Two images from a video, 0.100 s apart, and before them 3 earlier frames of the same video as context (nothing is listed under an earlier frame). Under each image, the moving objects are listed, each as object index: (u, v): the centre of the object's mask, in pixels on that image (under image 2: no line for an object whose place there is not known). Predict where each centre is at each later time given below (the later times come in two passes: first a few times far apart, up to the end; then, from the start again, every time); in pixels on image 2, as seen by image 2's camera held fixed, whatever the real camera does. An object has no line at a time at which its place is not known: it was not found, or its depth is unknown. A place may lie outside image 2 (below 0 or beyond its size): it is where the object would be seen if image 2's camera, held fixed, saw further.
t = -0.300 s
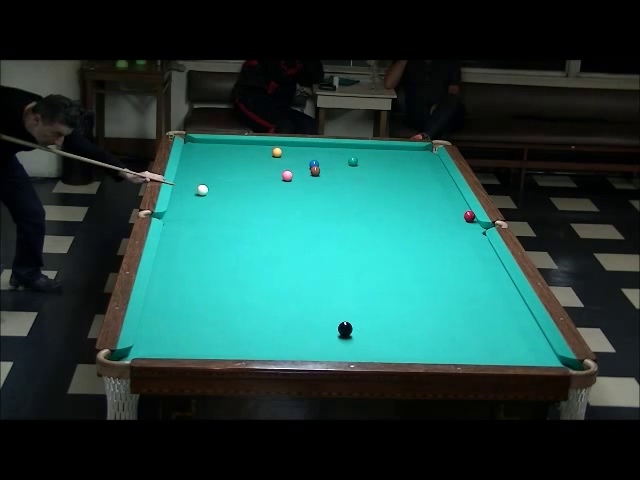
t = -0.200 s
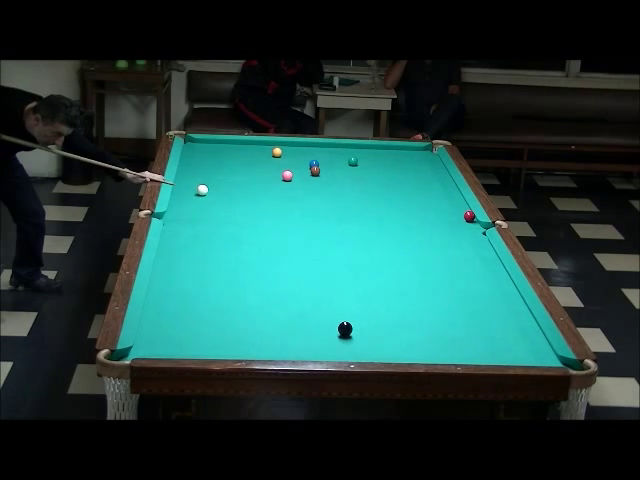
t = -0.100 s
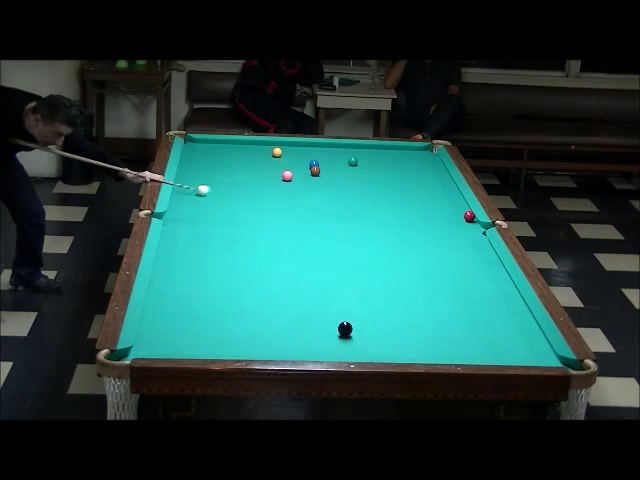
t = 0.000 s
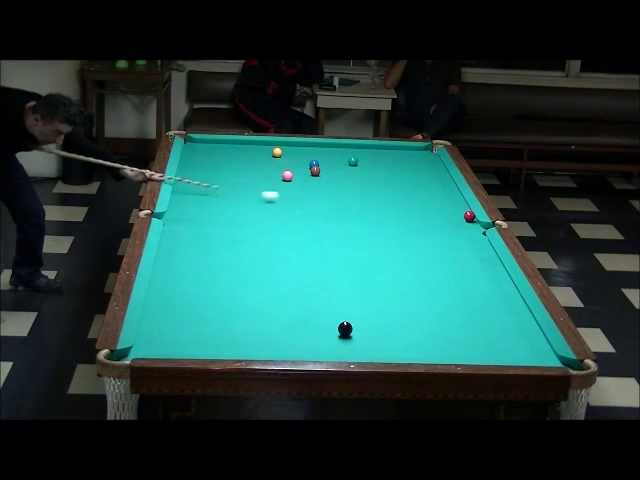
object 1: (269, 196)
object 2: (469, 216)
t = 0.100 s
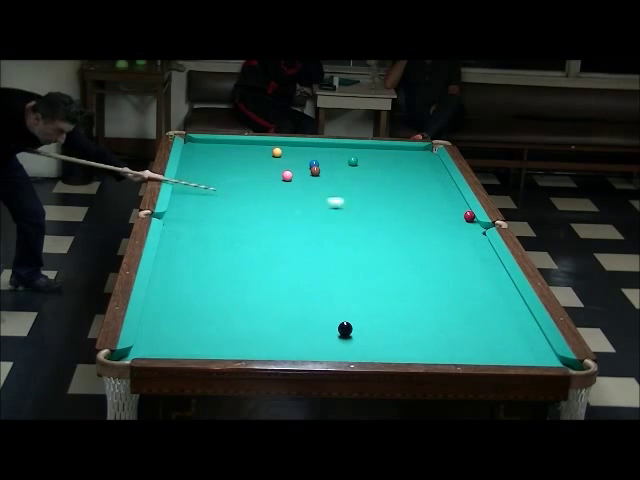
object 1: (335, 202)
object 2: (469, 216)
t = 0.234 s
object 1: (416, 210)
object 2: (469, 216)
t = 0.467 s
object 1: (464, 209)
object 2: (431, 221)
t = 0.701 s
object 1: (446, 201)
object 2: (374, 225)
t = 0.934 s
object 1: (429, 194)
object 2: (315, 230)
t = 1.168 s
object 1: (414, 188)
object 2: (256, 235)
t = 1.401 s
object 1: (400, 182)
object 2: (197, 241)
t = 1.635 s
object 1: (388, 176)
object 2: (182, 245)
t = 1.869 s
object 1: (377, 171)
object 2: (221, 248)
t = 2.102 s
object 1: (366, 167)
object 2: (259, 250)
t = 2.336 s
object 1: (357, 163)
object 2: (294, 253)
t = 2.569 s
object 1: (355, 163)
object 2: (328, 256)
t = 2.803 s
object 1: (353, 162)
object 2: (361, 258)
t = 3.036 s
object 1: (352, 162)
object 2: (392, 260)
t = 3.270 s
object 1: (352, 162)
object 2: (420, 262)
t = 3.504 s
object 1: (353, 162)
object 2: (447, 264)
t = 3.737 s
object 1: (352, 162)
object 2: (473, 265)
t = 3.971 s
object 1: (352, 162)
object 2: (497, 267)
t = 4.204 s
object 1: (352, 162)
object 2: (485, 267)
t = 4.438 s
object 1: (352, 162)
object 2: (471, 267)
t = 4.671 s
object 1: (352, 162)
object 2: (458, 268)
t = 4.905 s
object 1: (352, 162)
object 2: (447, 268)
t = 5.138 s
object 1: (352, 162)
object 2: (437, 268)
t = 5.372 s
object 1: (352, 162)
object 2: (429, 268)
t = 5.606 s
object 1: (352, 162)
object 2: (423, 268)
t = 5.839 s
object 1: (352, 162)
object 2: (418, 268)
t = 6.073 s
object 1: (352, 162)
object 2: (415, 268)
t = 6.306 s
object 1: (352, 162)
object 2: (413, 268)
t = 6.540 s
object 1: (352, 162)
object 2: (413, 268)
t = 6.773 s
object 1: (352, 162)
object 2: (413, 268)
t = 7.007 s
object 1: (352, 162)
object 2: (413, 268)
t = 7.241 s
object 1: (352, 162)
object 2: (413, 268)
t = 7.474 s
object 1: (352, 162)
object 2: (413, 268)
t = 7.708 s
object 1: (352, 162)
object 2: (413, 268)
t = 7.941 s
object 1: (352, 162)
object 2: (413, 268)
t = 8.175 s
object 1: (352, 162)
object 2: (413, 268)
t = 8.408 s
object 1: (352, 162)
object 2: (413, 268)
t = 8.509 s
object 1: (352, 162)
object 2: (412, 268)
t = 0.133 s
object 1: (356, 204)
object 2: (469, 216)
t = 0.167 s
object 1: (376, 206)
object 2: (469, 216)
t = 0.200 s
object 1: (396, 208)
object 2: (469, 216)
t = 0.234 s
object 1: (416, 210)
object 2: (469, 216)
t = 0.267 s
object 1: (434, 212)
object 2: (469, 216)
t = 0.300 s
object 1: (452, 213)
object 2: (469, 216)
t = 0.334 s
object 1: (458, 212)
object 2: (465, 217)
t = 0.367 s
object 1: (462, 212)
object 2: (456, 218)
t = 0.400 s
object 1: (464, 211)
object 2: (447, 219)
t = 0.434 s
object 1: (466, 210)
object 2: (439, 219)
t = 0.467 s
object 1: (464, 209)
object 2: (431, 221)
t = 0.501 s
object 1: (461, 208)
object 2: (423, 221)
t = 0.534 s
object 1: (458, 207)
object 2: (414, 221)
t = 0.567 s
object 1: (456, 206)
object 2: (406, 222)
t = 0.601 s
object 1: (453, 205)
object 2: (398, 223)
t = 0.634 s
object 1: (450, 203)
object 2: (390, 224)
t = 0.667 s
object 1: (448, 202)
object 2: (382, 225)
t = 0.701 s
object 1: (446, 201)
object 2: (374, 225)
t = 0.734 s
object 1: (443, 200)
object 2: (365, 226)
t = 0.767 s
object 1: (441, 199)
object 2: (357, 227)
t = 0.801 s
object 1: (438, 198)
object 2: (349, 227)
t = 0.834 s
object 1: (436, 197)
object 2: (341, 228)
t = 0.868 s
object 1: (434, 196)
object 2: (332, 229)
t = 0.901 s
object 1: (431, 195)
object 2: (324, 230)
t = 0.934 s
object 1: (429, 194)
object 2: (315, 230)
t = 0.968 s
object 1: (427, 193)
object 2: (307, 231)
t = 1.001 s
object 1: (425, 192)
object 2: (299, 232)
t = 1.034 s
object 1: (423, 191)
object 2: (290, 233)
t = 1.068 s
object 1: (421, 190)
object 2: (282, 233)
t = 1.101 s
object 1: (419, 189)
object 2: (273, 234)
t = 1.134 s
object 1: (416, 188)
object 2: (265, 235)
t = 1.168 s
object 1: (414, 188)
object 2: (256, 235)
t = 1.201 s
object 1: (412, 187)
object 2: (248, 236)
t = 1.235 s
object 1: (410, 186)
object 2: (239, 237)
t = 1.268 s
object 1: (408, 185)
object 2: (231, 238)
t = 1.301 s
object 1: (406, 184)
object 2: (222, 238)
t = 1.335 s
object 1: (404, 183)
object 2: (214, 239)
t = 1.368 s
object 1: (402, 183)
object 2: (205, 240)
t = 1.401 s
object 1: (400, 182)
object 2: (197, 241)
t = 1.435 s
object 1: (399, 181)
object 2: (188, 241)
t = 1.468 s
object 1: (397, 180)
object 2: (179, 242)
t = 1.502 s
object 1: (395, 179)
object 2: (171, 242)
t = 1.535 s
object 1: (393, 179)
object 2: (164, 244)
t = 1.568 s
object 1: (392, 178)
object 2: (170, 244)
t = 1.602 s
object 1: (390, 177)
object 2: (177, 244)
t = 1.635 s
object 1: (388, 176)
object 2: (182, 245)
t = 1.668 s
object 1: (386, 176)
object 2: (188, 245)
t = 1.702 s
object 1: (385, 175)
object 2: (193, 245)
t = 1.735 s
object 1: (383, 174)
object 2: (199, 246)
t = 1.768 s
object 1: (381, 174)
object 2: (204, 246)
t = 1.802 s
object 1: (380, 173)
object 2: (210, 247)
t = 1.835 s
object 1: (378, 172)
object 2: (215, 247)
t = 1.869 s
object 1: (377, 171)
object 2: (221, 248)
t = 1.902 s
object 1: (375, 171)
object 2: (227, 248)
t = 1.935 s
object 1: (374, 170)
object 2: (232, 248)
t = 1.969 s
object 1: (372, 169)
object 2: (237, 249)
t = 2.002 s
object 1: (371, 169)
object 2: (243, 250)
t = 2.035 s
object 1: (369, 168)
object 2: (248, 250)
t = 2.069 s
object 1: (368, 167)
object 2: (253, 250)
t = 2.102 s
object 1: (366, 167)
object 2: (259, 250)
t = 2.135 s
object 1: (365, 166)
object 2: (264, 251)
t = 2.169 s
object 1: (364, 166)
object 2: (269, 252)
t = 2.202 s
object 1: (362, 165)
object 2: (274, 252)
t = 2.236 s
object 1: (361, 165)
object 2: (279, 252)
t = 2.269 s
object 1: (360, 164)
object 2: (284, 252)
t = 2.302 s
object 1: (358, 164)
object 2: (289, 253)
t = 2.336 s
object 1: (357, 163)
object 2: (294, 253)
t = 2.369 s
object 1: (357, 163)
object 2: (299, 254)
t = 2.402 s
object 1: (356, 163)
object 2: (304, 254)
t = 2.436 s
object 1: (356, 163)
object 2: (309, 254)
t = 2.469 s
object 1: (355, 163)
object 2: (314, 255)
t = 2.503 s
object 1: (355, 163)
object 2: (319, 255)
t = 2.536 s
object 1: (355, 163)
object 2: (324, 256)
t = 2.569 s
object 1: (355, 163)
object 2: (328, 256)
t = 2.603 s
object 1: (354, 162)
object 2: (333, 256)
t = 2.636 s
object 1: (354, 162)
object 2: (338, 256)
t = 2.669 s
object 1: (354, 162)
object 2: (343, 257)
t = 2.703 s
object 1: (353, 162)
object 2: (347, 257)
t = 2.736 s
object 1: (353, 162)
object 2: (352, 257)
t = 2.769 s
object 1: (353, 162)
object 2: (356, 258)
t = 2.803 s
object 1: (353, 162)
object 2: (361, 258)
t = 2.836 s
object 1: (353, 162)
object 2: (365, 258)
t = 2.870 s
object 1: (353, 162)
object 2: (370, 258)
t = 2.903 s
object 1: (352, 162)
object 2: (374, 259)
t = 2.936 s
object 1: (352, 162)
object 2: (379, 259)
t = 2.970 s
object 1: (352, 162)
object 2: (383, 259)
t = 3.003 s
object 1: (352, 162)
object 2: (387, 260)
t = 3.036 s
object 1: (352, 162)
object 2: (392, 260)
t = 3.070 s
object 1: (352, 162)
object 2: (396, 260)
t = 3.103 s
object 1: (352, 162)
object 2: (400, 260)
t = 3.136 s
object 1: (352, 162)
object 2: (404, 261)
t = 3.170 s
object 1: (352, 162)
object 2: (408, 261)
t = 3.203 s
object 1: (352, 162)
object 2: (412, 262)
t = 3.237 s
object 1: (352, 162)
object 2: (416, 262)
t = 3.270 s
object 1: (352, 162)
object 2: (420, 262)
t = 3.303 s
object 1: (352, 162)
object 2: (424, 262)
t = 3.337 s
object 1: (353, 162)
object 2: (428, 263)
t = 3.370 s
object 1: (353, 162)
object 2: (432, 263)
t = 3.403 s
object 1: (353, 162)
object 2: (436, 263)
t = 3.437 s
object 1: (353, 162)
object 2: (440, 263)
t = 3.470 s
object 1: (353, 162)
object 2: (444, 263)
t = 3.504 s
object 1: (353, 162)
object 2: (447, 264)
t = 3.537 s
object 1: (353, 162)
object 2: (451, 264)
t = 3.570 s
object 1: (353, 162)
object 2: (455, 264)
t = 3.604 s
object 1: (353, 162)
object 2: (458, 264)
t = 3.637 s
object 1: (353, 162)
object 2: (462, 264)
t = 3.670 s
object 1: (352, 162)
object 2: (466, 265)
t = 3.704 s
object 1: (352, 162)
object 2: (469, 265)
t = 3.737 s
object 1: (352, 162)
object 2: (473, 265)
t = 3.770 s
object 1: (352, 162)
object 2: (476, 265)
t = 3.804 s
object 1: (352, 162)
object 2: (480, 266)
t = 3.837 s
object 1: (352, 162)
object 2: (483, 266)
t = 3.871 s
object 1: (352, 162)
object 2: (486, 266)
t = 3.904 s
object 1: (352, 162)
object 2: (490, 266)
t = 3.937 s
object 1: (352, 162)
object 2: (493, 267)
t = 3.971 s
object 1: (352, 162)
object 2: (497, 267)
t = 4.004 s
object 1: (352, 162)
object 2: (498, 267)
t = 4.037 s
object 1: (352, 162)
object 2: (496, 267)
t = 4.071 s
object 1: (352, 162)
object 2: (494, 267)
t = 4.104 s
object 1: (352, 162)
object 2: (491, 267)
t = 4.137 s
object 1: (352, 162)
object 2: (489, 267)
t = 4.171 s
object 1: (352, 162)
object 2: (487, 267)
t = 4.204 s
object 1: (352, 162)
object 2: (485, 267)
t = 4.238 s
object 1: (352, 162)
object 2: (483, 267)
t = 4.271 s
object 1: (352, 162)
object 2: (481, 267)
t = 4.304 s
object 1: (352, 162)
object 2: (479, 267)
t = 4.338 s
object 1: (352, 162)
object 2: (477, 267)
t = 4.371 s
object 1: (352, 162)
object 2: (475, 267)
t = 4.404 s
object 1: (352, 162)
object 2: (473, 267)
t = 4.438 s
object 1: (352, 162)
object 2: (471, 267)
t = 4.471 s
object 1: (352, 162)
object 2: (469, 267)
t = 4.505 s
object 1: (352, 162)
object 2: (467, 267)
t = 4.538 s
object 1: (352, 162)
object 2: (465, 268)
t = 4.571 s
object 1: (352, 162)
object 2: (463, 268)
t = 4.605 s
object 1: (352, 162)
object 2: (461, 268)
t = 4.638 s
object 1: (352, 162)
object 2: (460, 268)
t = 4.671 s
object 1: (352, 162)
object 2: (458, 268)
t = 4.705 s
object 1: (352, 162)
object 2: (456, 268)
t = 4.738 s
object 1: (352, 162)
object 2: (455, 268)
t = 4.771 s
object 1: (352, 162)
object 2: (453, 268)
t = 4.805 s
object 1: (352, 162)
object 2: (451, 268)
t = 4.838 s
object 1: (352, 162)
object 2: (450, 268)
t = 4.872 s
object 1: (352, 162)
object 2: (448, 268)
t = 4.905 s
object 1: (352, 162)
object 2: (447, 268)
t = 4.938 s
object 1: (352, 162)
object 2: (445, 268)
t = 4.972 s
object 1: (352, 162)
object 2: (444, 268)
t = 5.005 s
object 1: (352, 162)
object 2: (443, 268)
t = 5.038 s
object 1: (352, 162)
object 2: (441, 268)
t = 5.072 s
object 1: (352, 162)
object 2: (440, 268)
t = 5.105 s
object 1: (352, 162)
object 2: (439, 268)
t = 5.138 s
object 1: (352, 162)
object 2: (437, 268)
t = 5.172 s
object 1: (352, 162)
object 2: (436, 268)
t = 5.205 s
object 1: (352, 162)
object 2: (435, 268)
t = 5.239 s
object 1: (352, 162)
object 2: (434, 268)
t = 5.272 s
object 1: (352, 162)
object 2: (433, 268)
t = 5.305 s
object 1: (352, 162)
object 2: (431, 268)
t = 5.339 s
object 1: (352, 162)
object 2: (430, 268)
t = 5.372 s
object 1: (352, 162)
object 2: (429, 268)
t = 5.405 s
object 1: (352, 162)
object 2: (428, 268)
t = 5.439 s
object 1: (352, 162)
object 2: (427, 268)
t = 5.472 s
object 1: (352, 162)
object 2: (426, 268)
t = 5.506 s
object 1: (352, 162)
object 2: (425, 268)
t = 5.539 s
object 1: (352, 162)
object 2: (424, 268)
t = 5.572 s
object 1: (352, 162)
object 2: (424, 268)
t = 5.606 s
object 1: (352, 162)
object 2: (423, 268)
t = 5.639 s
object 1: (352, 162)
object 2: (422, 268)
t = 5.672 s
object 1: (352, 162)
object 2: (421, 268)
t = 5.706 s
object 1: (352, 162)
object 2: (420, 268)
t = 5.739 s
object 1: (352, 162)
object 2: (420, 268)
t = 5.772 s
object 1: (352, 162)
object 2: (419, 268)
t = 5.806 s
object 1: (352, 162)
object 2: (418, 268)
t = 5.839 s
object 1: (352, 162)
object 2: (418, 268)
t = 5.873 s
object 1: (352, 162)
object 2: (417, 268)
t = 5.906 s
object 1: (352, 162)
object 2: (417, 268)
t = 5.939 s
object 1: (352, 162)
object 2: (416, 268)
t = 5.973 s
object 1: (352, 162)
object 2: (416, 268)
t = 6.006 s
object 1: (352, 162)
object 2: (415, 268)
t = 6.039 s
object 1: (352, 162)
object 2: (415, 268)
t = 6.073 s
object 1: (352, 162)
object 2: (415, 268)
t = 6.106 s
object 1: (352, 162)
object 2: (414, 268)
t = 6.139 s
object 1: (352, 162)
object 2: (414, 268)
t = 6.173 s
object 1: (352, 162)
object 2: (414, 268)
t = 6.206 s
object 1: (352, 162)
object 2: (414, 268)
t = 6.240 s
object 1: (352, 162)
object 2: (413, 268)
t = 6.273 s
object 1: (352, 162)
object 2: (413, 268)
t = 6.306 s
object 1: (352, 162)
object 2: (413, 268)
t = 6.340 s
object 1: (352, 162)
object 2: (413, 268)
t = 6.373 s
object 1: (352, 162)
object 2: (413, 268)
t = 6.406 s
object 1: (352, 162)
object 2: (413, 268)
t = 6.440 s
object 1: (352, 162)
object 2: (413, 268)
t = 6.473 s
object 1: (353, 162)
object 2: (413, 268)
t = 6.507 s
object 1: (353, 162)
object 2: (413, 268)
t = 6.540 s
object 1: (352, 162)
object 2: (413, 268)
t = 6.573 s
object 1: (352, 162)
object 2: (413, 268)
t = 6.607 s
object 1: (352, 162)
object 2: (413, 268)
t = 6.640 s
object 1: (352, 162)
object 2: (413, 268)
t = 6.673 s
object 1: (352, 162)
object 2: (413, 268)
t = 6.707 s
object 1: (352, 162)
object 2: (413, 268)
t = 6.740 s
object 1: (352, 162)
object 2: (413, 268)
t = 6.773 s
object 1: (352, 162)
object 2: (413, 268)
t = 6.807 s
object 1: (352, 162)
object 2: (413, 268)
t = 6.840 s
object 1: (352, 162)
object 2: (413, 268)
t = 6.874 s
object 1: (352, 162)
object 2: (413, 268)
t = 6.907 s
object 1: (352, 162)
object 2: (413, 268)
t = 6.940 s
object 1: (352, 162)
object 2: (413, 268)
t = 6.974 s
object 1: (352, 162)
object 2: (413, 268)
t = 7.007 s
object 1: (352, 162)
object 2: (413, 268)
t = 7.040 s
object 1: (352, 162)
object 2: (413, 268)
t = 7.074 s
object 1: (352, 162)
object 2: (413, 268)
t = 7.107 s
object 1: (352, 162)
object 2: (413, 268)
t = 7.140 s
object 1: (352, 162)
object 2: (413, 268)
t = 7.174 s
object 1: (352, 162)
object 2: (413, 268)
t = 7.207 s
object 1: (352, 162)
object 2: (413, 268)
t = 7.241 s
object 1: (352, 162)
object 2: (413, 268)
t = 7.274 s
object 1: (352, 162)
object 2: (413, 268)
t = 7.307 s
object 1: (352, 162)
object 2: (413, 268)
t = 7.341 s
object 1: (352, 162)
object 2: (413, 268)
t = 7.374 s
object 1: (352, 162)
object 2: (413, 268)
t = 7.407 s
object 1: (352, 162)
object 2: (413, 268)
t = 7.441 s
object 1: (352, 162)
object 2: (413, 268)
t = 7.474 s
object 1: (352, 162)
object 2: (413, 268)
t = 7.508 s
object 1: (352, 162)
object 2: (413, 268)
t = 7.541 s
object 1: (352, 162)
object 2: (413, 268)
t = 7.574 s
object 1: (352, 162)
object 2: (413, 268)
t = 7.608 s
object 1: (352, 162)
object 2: (413, 268)
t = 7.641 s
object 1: (352, 162)
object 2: (413, 268)
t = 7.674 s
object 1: (352, 162)
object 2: (413, 268)
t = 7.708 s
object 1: (352, 162)
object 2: (413, 268)
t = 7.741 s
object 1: (352, 162)
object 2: (413, 268)
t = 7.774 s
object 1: (352, 162)
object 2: (413, 268)
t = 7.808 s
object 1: (352, 162)
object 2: (413, 268)
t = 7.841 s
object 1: (352, 162)
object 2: (413, 268)
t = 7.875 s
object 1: (352, 162)
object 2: (413, 268)
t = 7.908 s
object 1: (352, 162)
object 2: (413, 268)
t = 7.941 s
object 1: (352, 162)
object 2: (413, 268)
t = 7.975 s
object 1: (352, 162)
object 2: (413, 268)
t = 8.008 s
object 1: (352, 162)
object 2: (413, 268)
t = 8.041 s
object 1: (352, 162)
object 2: (413, 268)
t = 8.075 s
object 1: (352, 162)
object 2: (413, 268)
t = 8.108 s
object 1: (352, 162)
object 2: (413, 268)
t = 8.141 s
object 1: (352, 162)
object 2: (412, 268)
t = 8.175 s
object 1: (352, 162)
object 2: (413, 268)
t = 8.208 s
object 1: (352, 162)
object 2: (413, 268)
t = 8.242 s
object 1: (352, 162)
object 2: (413, 268)
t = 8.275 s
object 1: (352, 162)
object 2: (413, 268)
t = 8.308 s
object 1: (352, 162)
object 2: (413, 268)
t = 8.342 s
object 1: (352, 162)
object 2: (413, 268)
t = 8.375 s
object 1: (352, 162)
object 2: (413, 268)
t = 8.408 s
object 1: (352, 162)
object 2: (413, 268)
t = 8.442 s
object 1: (352, 162)
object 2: (413, 268)
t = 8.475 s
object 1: (352, 162)
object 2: (413, 268)
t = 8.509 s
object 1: (352, 162)
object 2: (412, 268)
